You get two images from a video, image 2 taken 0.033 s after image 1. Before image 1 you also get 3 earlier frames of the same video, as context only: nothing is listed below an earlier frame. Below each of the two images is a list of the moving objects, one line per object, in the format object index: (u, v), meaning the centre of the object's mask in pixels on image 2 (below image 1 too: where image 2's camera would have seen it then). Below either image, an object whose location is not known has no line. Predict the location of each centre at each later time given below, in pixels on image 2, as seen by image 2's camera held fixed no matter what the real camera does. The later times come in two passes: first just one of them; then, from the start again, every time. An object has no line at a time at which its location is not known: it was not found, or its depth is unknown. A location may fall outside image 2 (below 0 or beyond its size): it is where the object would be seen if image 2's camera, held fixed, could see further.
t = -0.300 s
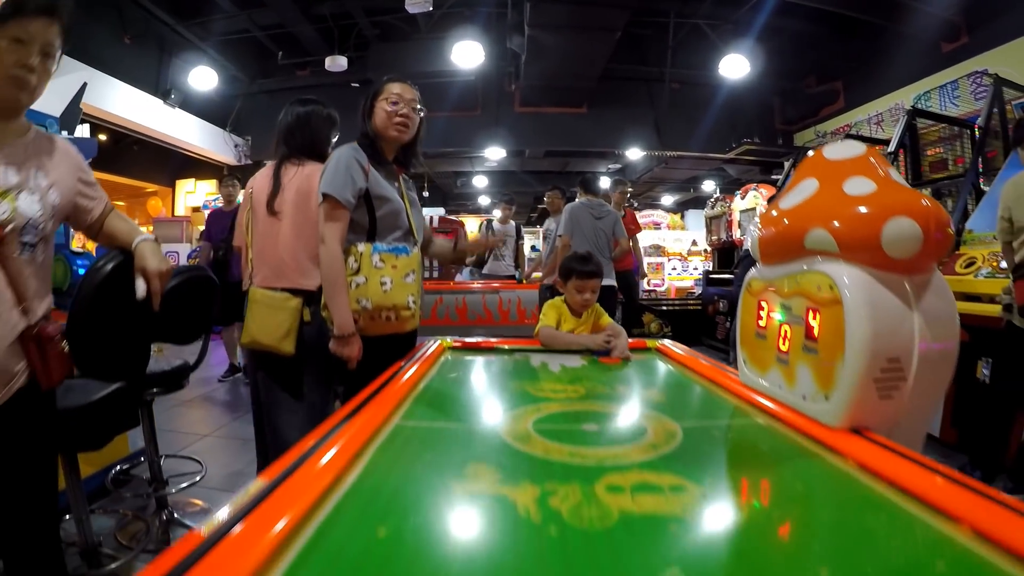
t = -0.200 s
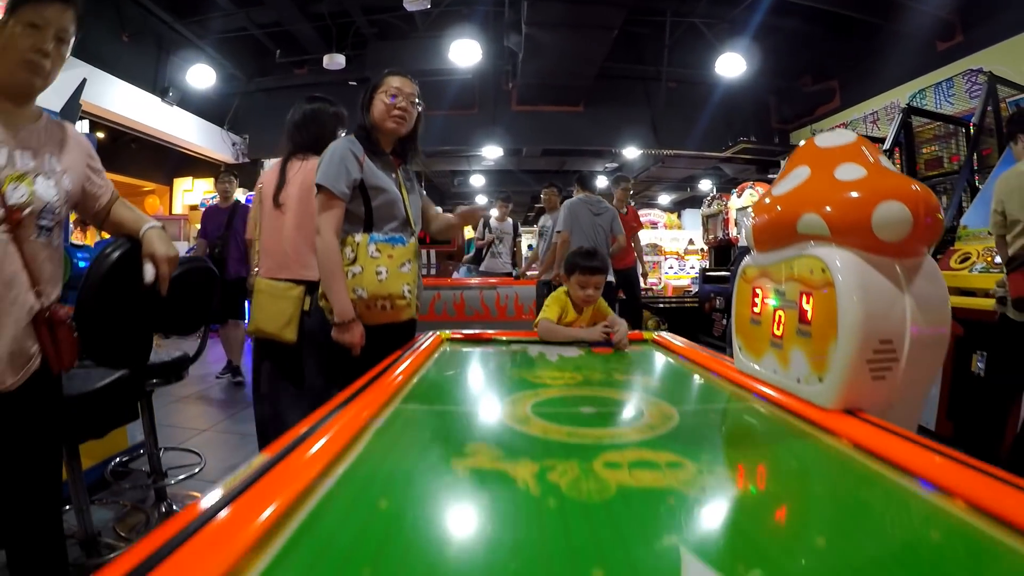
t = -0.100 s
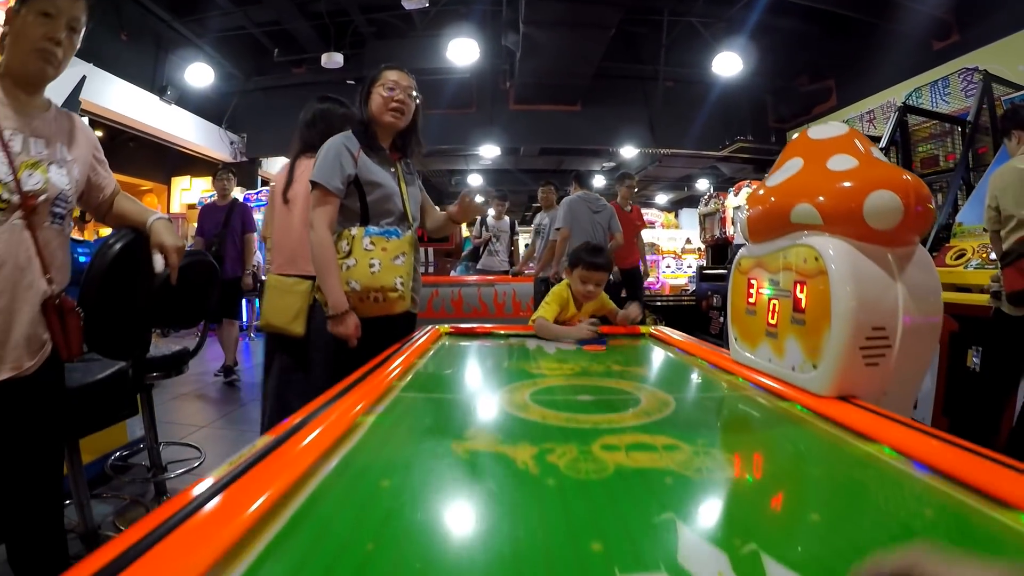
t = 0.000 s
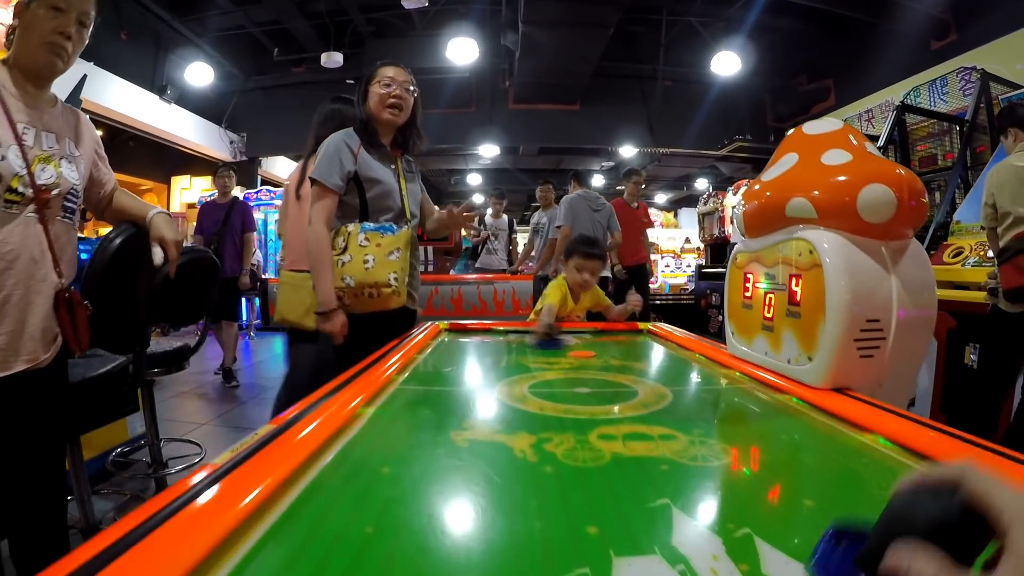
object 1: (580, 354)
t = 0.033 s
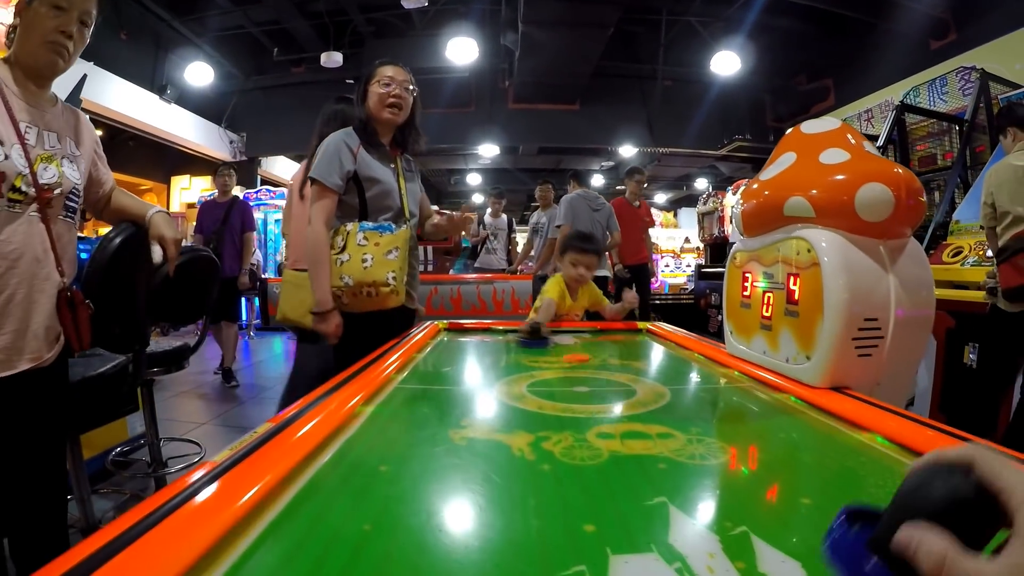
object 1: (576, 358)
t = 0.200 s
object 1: (547, 387)
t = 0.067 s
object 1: (571, 363)
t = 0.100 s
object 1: (566, 368)
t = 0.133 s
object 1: (561, 374)
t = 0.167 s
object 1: (553, 381)
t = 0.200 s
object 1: (547, 387)
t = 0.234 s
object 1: (540, 395)
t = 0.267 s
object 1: (531, 406)
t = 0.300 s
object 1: (521, 417)
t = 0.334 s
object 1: (510, 429)
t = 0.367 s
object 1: (494, 445)
